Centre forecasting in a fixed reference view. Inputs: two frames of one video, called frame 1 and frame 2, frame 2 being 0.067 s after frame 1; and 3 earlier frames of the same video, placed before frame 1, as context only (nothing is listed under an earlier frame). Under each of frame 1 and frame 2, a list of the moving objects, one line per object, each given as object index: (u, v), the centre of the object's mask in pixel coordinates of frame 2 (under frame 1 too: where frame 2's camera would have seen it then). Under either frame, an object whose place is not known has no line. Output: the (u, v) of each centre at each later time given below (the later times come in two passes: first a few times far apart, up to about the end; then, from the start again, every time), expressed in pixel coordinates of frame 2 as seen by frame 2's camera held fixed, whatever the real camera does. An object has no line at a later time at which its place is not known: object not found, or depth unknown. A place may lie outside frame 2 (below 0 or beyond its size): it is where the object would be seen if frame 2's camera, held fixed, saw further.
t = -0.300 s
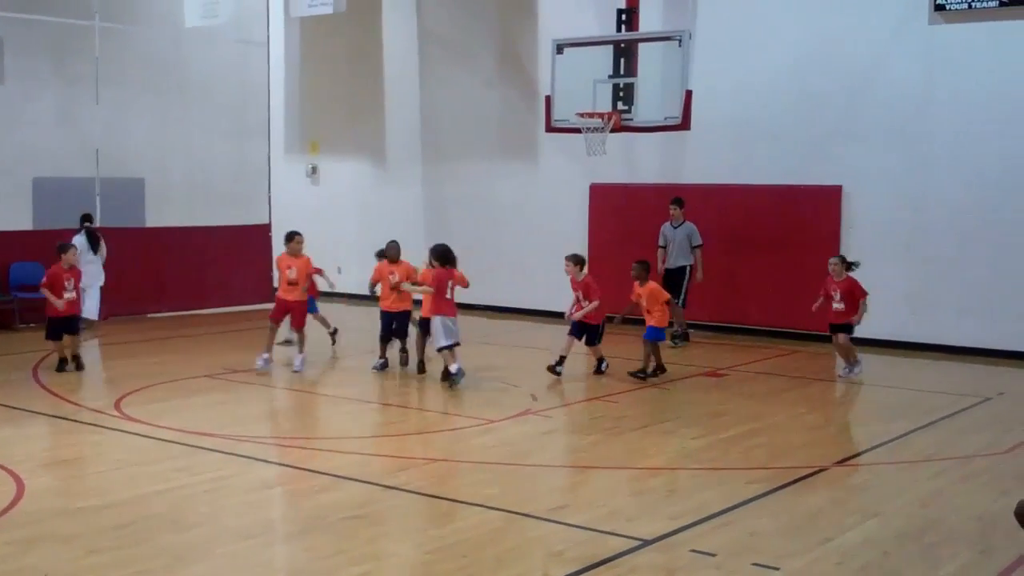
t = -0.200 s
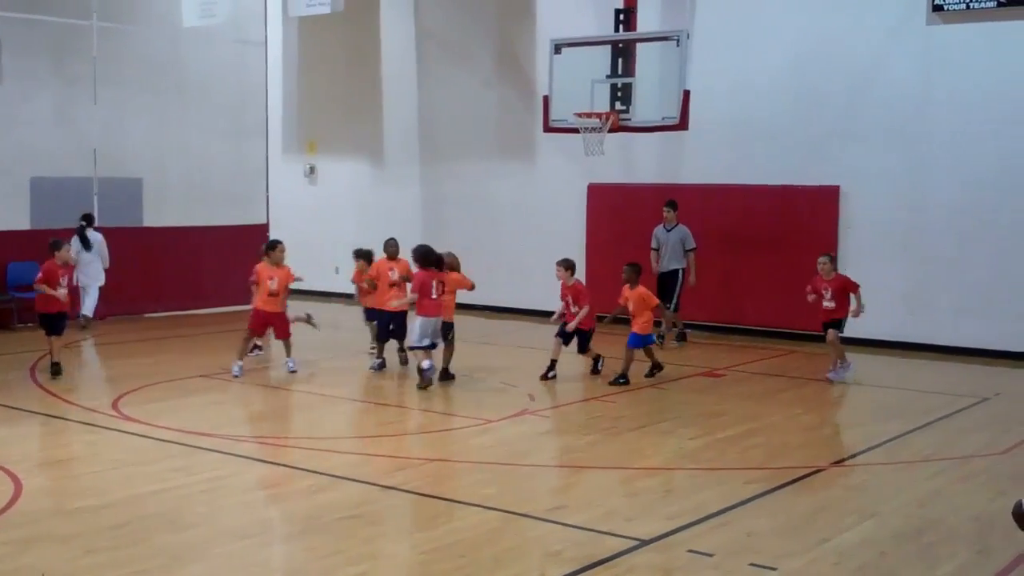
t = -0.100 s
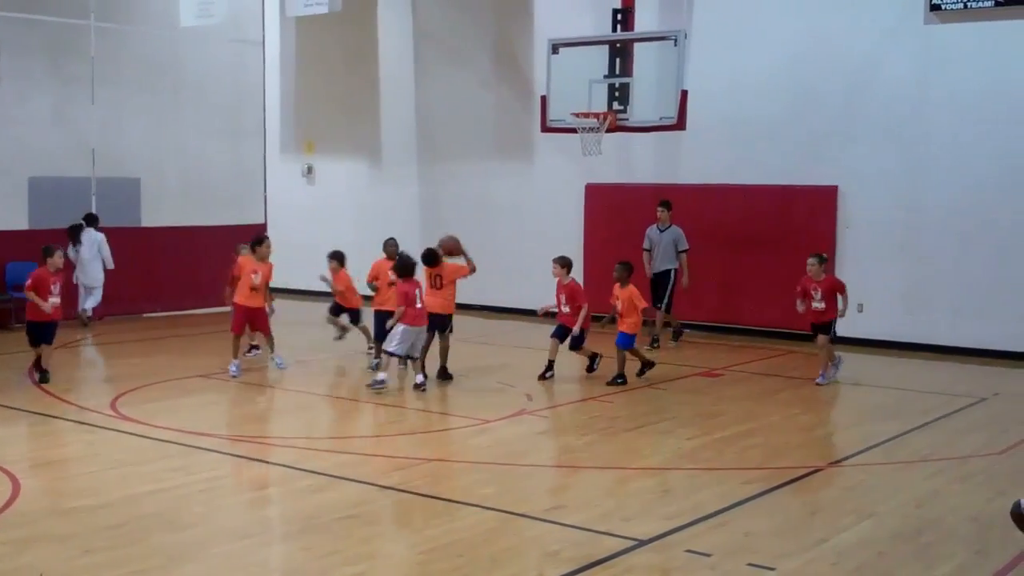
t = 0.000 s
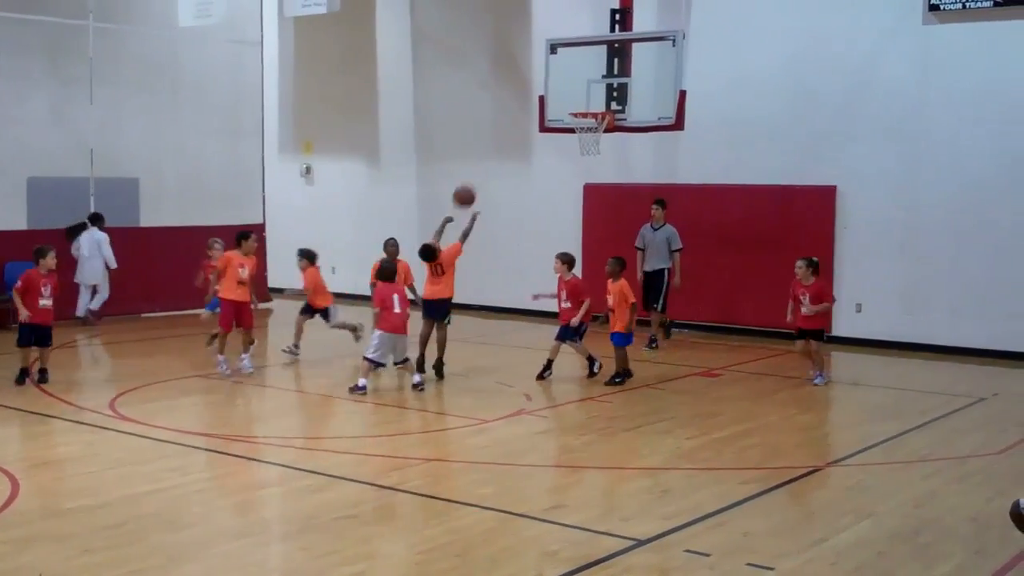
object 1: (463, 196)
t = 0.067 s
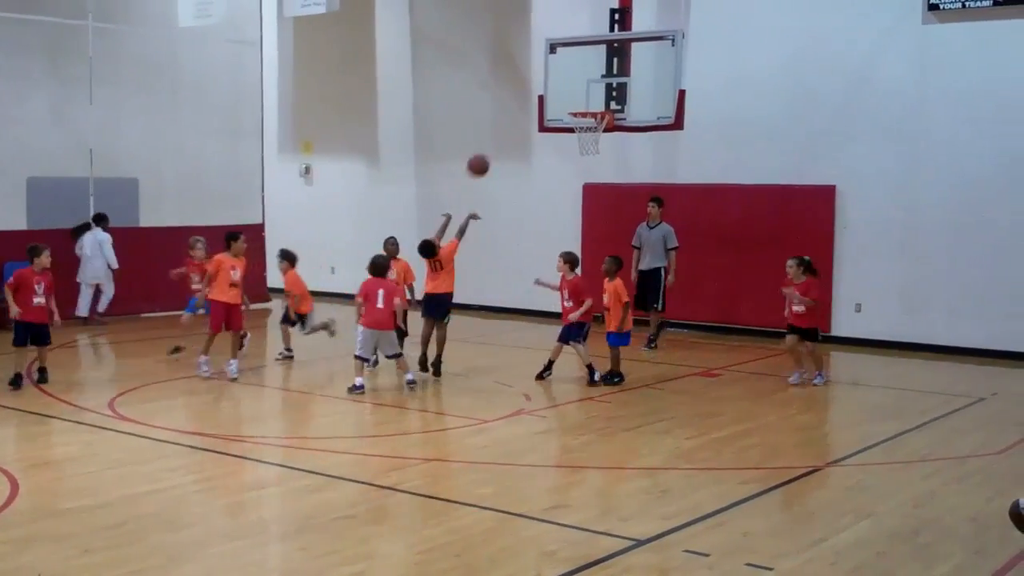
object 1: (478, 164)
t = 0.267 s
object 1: (519, 101)
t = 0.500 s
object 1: (562, 78)
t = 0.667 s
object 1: (591, 92)
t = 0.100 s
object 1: (485, 150)
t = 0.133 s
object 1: (492, 138)
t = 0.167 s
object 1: (499, 127)
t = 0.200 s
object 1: (506, 117)
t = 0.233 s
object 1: (512, 109)
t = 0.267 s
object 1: (519, 101)
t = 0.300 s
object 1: (526, 95)
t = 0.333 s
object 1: (531, 90)
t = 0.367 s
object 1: (538, 85)
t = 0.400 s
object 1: (545, 82)
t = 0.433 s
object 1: (551, 80)
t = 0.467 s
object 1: (556, 79)
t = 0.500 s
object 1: (562, 78)
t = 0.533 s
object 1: (568, 79)
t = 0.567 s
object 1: (574, 81)
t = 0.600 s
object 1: (580, 84)
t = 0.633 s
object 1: (586, 87)
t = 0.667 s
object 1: (591, 92)
